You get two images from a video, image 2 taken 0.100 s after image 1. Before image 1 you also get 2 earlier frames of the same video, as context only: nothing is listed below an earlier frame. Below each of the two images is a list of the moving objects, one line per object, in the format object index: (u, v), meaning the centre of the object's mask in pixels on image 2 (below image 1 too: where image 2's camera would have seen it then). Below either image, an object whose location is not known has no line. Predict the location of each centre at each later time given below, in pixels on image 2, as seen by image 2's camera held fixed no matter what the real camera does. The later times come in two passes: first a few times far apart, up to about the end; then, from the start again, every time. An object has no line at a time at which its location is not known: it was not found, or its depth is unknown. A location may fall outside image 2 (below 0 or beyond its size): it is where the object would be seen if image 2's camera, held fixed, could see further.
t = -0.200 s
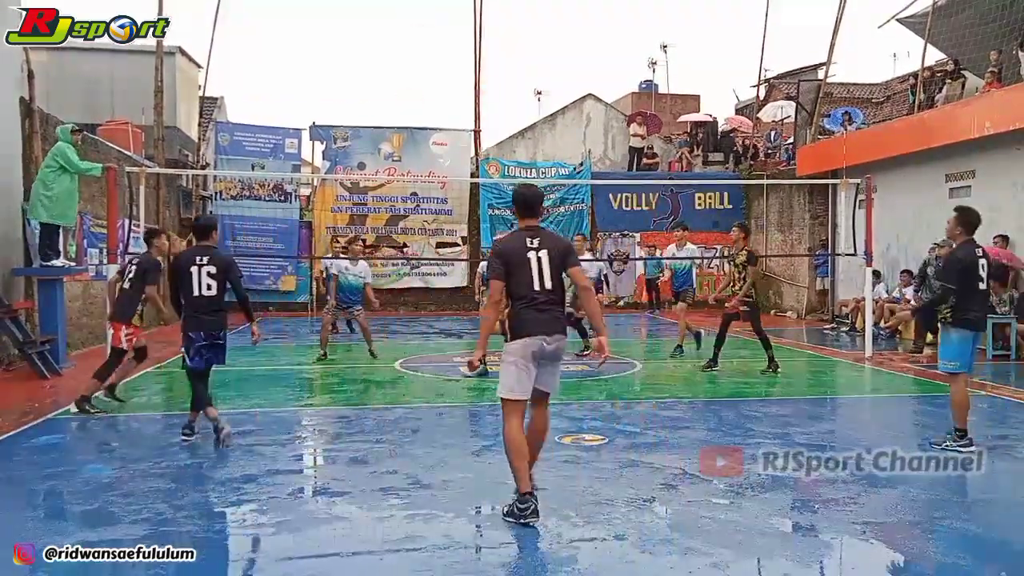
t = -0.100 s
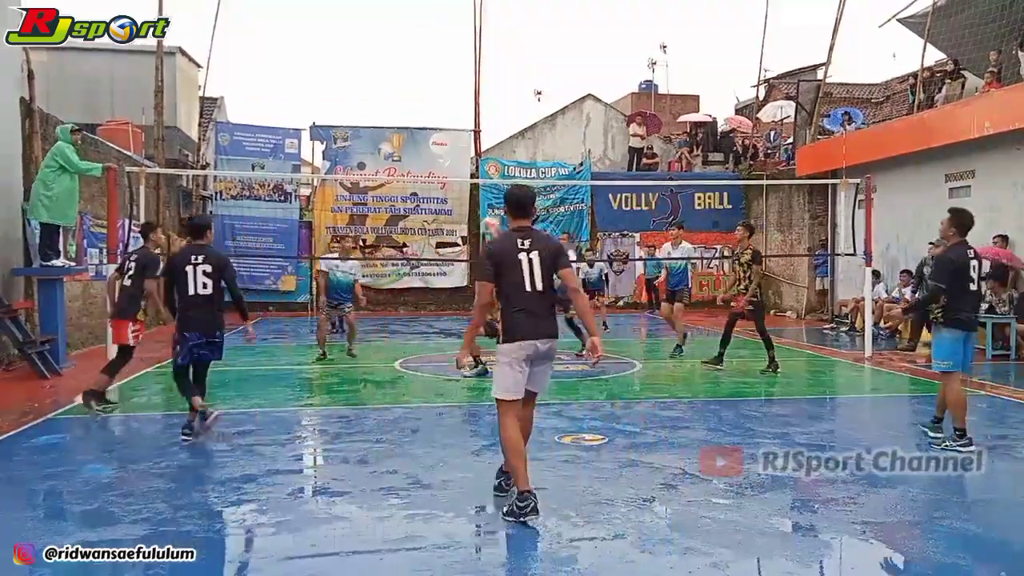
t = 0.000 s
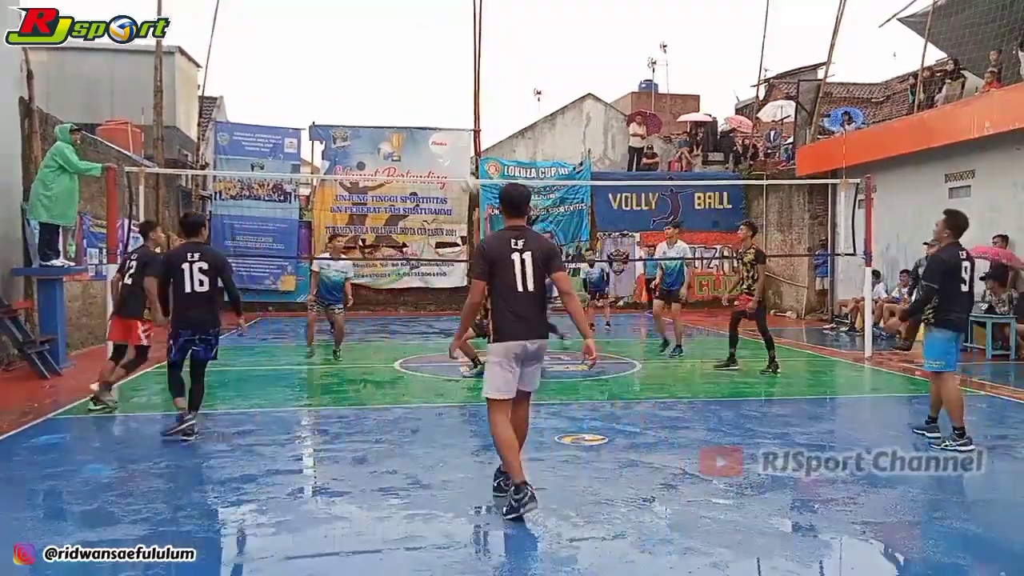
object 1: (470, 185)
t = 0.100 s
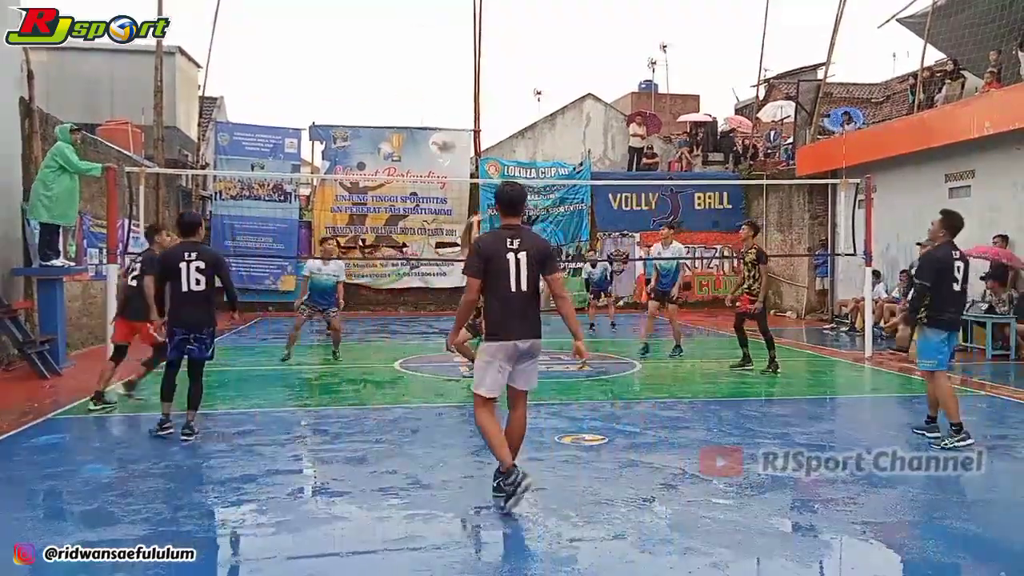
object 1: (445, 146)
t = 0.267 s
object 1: (405, 95)
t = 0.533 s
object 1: (345, 69)
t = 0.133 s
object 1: (438, 132)
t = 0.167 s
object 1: (429, 121)
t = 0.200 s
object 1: (421, 111)
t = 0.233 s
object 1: (413, 102)
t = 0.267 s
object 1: (405, 95)
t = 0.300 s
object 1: (397, 88)
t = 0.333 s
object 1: (390, 82)
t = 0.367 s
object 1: (382, 77)
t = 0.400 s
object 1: (374, 73)
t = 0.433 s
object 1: (367, 71)
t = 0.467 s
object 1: (360, 70)
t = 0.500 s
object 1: (352, 69)
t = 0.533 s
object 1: (345, 69)
